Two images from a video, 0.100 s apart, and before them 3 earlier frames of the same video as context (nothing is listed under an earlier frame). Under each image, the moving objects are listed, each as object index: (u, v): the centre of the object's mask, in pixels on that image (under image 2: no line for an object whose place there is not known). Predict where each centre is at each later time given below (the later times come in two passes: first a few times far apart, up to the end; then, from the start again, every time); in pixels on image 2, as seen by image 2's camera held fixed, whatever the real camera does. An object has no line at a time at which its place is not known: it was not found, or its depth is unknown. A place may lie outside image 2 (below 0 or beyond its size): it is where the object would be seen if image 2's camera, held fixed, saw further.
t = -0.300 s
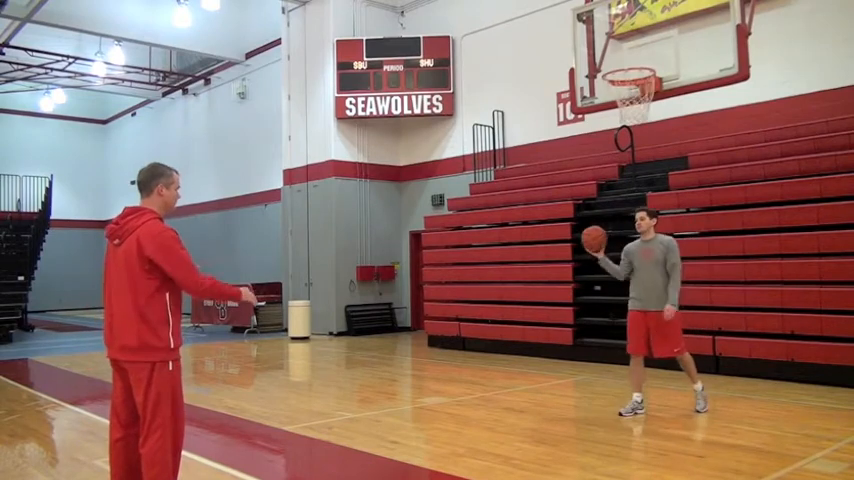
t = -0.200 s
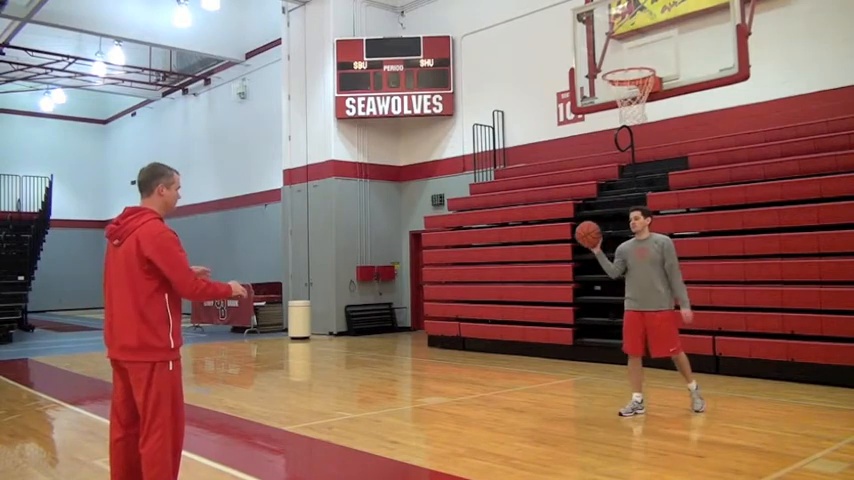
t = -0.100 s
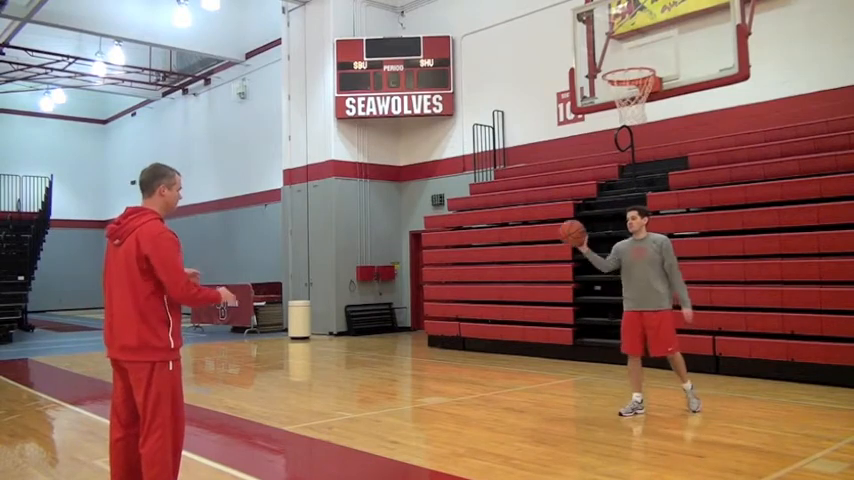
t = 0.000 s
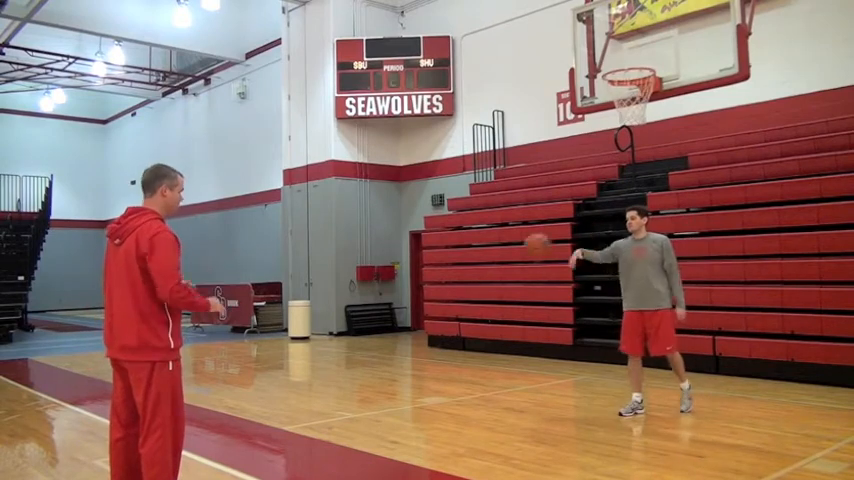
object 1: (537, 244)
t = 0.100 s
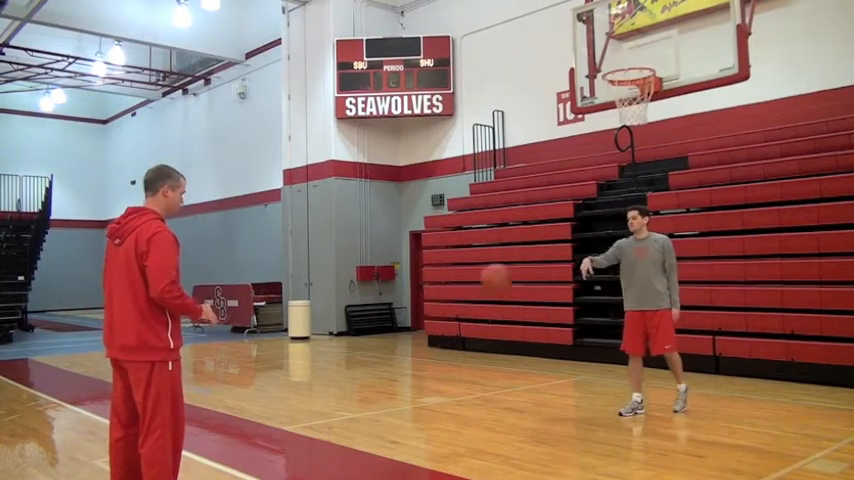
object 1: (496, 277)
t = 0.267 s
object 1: (414, 373)
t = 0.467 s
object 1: (324, 399)
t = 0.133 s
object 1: (480, 292)
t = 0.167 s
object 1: (465, 310)
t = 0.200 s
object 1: (448, 329)
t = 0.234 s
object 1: (431, 350)
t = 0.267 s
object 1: (414, 373)
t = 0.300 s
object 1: (394, 401)
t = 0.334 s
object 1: (375, 431)
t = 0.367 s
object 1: (356, 460)
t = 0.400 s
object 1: (345, 437)
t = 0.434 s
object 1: (334, 418)
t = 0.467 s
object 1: (324, 399)
